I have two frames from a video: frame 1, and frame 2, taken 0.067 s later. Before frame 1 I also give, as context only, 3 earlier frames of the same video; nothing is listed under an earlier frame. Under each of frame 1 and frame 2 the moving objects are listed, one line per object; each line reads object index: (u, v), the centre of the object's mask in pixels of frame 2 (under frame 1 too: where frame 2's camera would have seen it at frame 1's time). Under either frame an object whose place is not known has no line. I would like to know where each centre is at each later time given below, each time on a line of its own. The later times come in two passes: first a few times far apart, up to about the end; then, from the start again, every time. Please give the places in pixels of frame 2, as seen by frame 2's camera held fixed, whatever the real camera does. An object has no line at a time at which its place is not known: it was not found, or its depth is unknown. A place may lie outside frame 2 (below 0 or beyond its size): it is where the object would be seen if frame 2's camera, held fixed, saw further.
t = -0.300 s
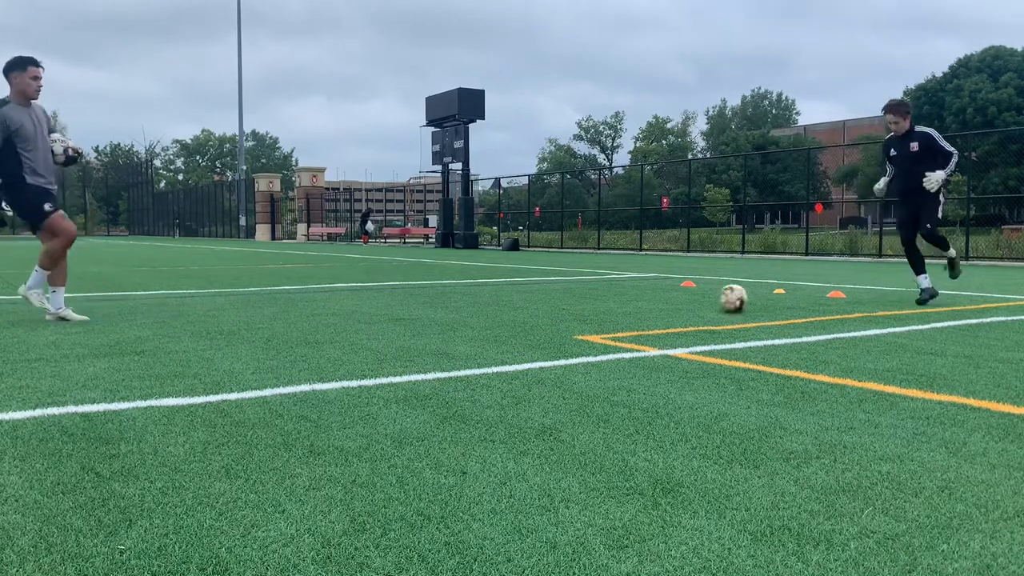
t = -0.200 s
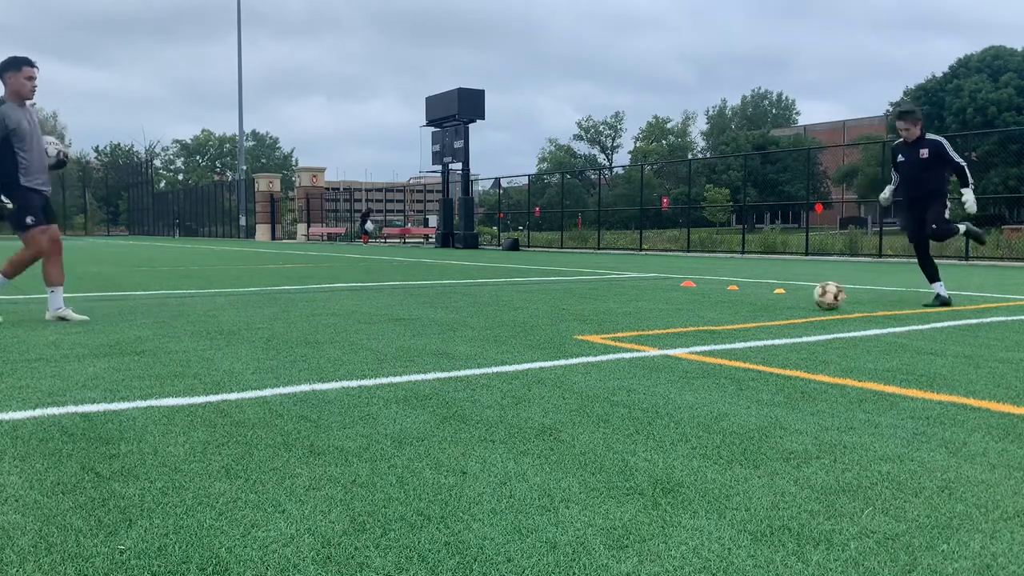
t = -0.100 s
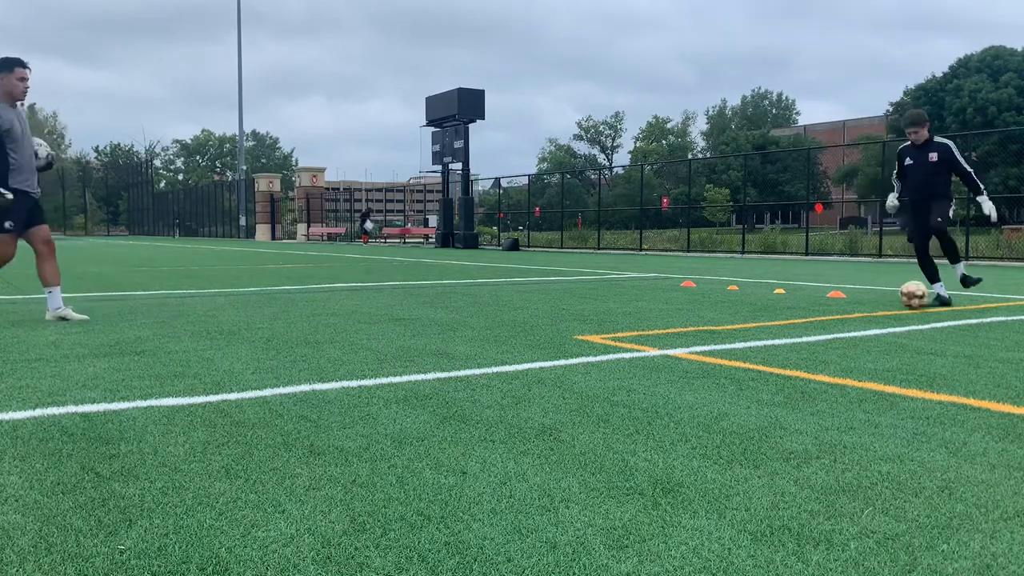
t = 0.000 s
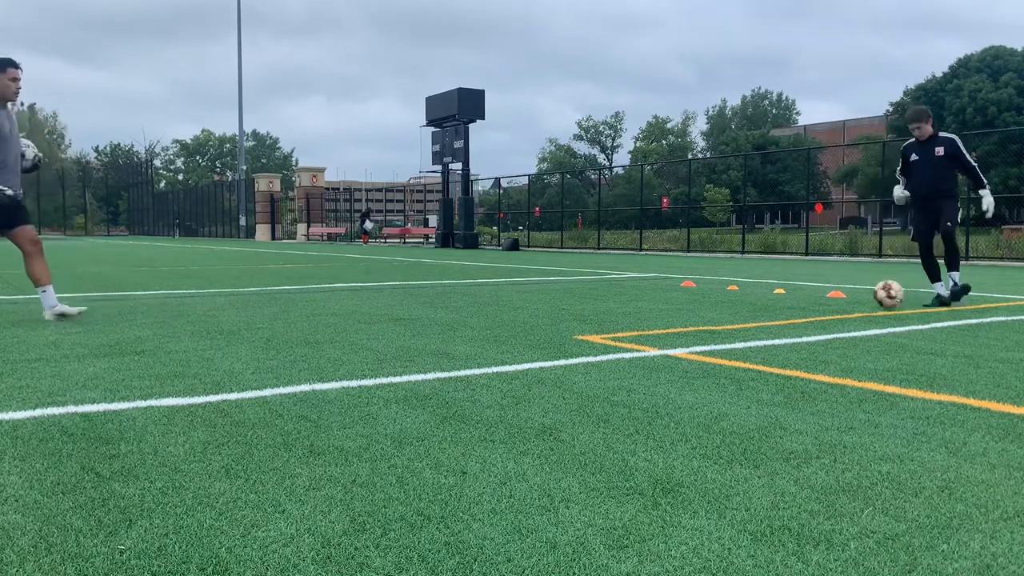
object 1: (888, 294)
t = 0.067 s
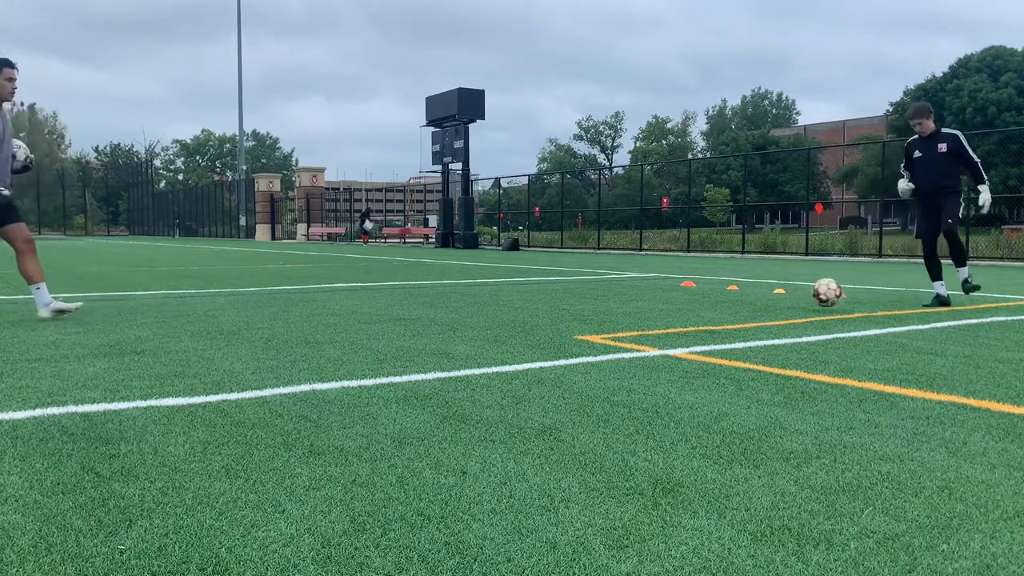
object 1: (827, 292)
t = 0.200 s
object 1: (699, 299)
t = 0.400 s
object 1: (523, 302)
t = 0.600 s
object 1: (361, 306)
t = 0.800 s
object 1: (208, 309)
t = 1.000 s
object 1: (52, 314)
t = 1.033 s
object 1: (25, 315)
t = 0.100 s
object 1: (794, 293)
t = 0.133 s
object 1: (762, 296)
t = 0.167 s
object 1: (729, 300)
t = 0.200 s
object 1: (699, 299)
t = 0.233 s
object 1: (669, 298)
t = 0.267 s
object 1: (639, 299)
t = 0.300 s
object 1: (609, 302)
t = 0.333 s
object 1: (579, 303)
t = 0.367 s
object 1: (552, 302)
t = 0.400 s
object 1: (523, 302)
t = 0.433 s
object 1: (494, 304)
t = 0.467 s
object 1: (467, 304)
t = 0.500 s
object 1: (441, 304)
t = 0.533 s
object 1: (414, 304)
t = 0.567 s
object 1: (387, 307)
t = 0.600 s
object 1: (361, 306)
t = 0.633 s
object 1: (336, 306)
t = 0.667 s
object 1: (311, 307)
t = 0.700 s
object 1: (285, 309)
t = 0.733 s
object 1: (260, 309)
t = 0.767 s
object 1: (234, 309)
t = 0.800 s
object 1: (208, 309)
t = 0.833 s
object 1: (182, 312)
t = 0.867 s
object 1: (157, 311)
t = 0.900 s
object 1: (130, 311)
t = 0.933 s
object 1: (105, 312)
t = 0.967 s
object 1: (79, 314)
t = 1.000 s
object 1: (52, 314)
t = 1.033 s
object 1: (25, 315)
